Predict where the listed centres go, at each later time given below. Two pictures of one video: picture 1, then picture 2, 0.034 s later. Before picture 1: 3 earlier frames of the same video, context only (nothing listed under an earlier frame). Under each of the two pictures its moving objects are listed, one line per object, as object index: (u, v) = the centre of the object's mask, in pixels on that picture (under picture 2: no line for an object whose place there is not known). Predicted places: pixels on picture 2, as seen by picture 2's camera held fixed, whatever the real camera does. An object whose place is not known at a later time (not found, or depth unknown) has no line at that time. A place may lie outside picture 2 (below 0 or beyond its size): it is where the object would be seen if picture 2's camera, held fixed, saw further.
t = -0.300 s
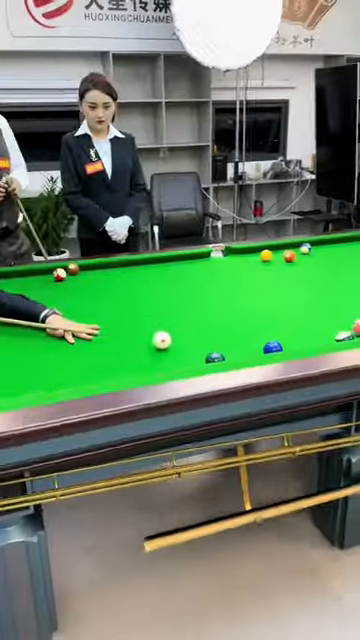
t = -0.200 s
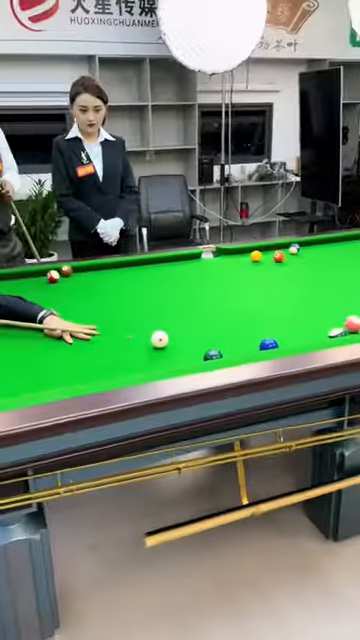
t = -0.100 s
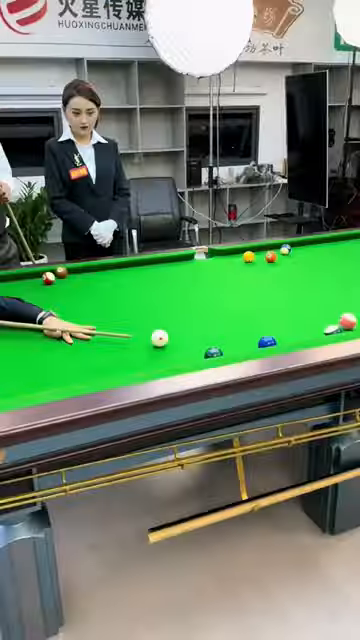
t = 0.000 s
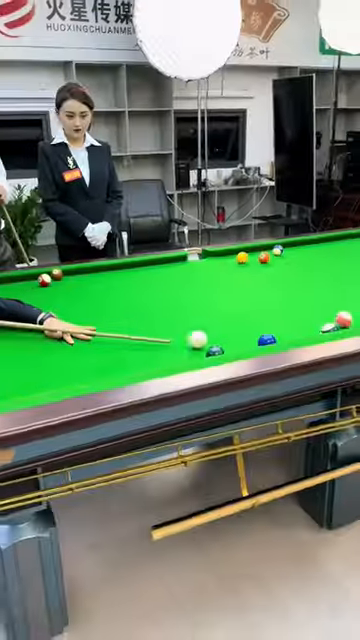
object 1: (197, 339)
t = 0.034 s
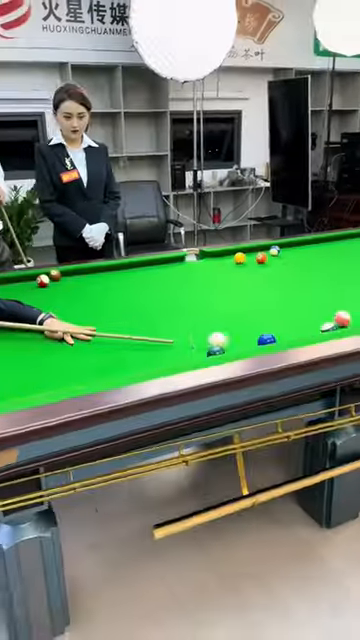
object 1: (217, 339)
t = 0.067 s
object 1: (238, 341)
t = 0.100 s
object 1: (250, 341)
